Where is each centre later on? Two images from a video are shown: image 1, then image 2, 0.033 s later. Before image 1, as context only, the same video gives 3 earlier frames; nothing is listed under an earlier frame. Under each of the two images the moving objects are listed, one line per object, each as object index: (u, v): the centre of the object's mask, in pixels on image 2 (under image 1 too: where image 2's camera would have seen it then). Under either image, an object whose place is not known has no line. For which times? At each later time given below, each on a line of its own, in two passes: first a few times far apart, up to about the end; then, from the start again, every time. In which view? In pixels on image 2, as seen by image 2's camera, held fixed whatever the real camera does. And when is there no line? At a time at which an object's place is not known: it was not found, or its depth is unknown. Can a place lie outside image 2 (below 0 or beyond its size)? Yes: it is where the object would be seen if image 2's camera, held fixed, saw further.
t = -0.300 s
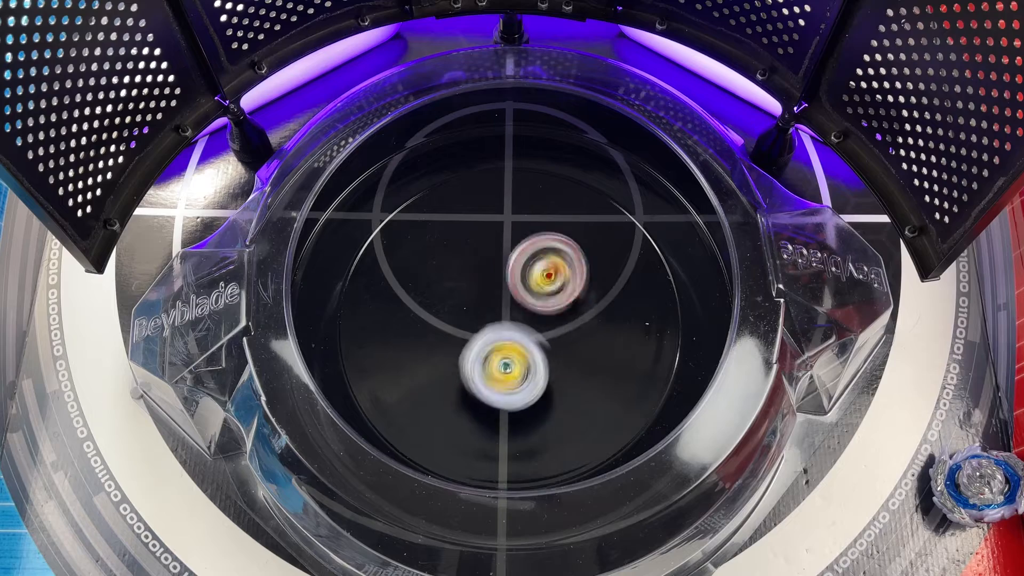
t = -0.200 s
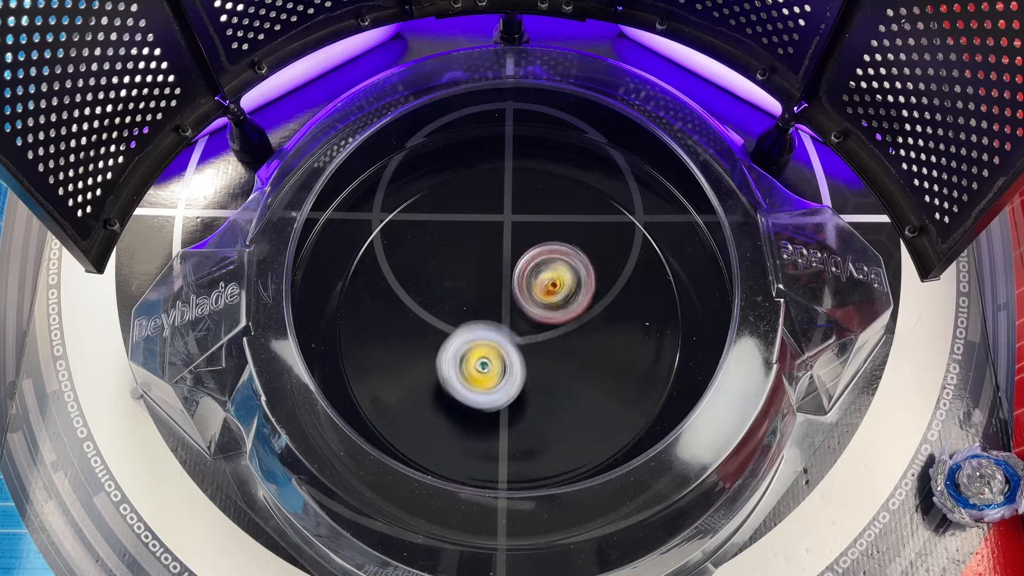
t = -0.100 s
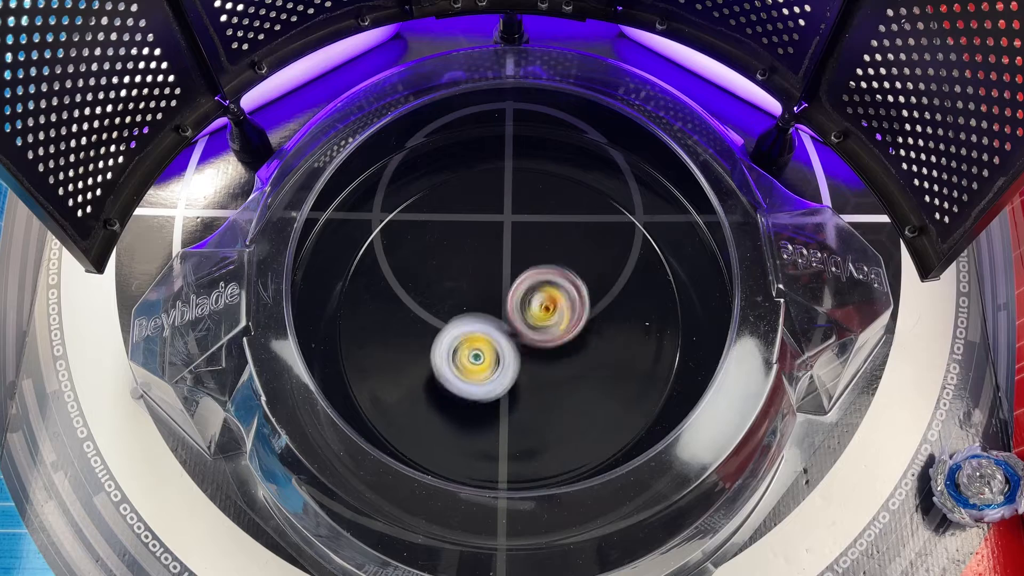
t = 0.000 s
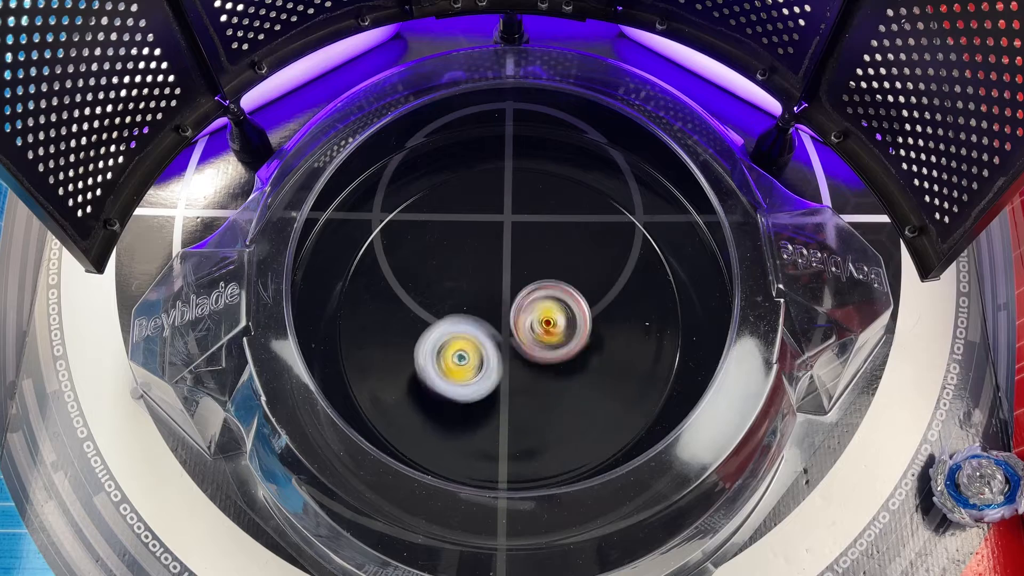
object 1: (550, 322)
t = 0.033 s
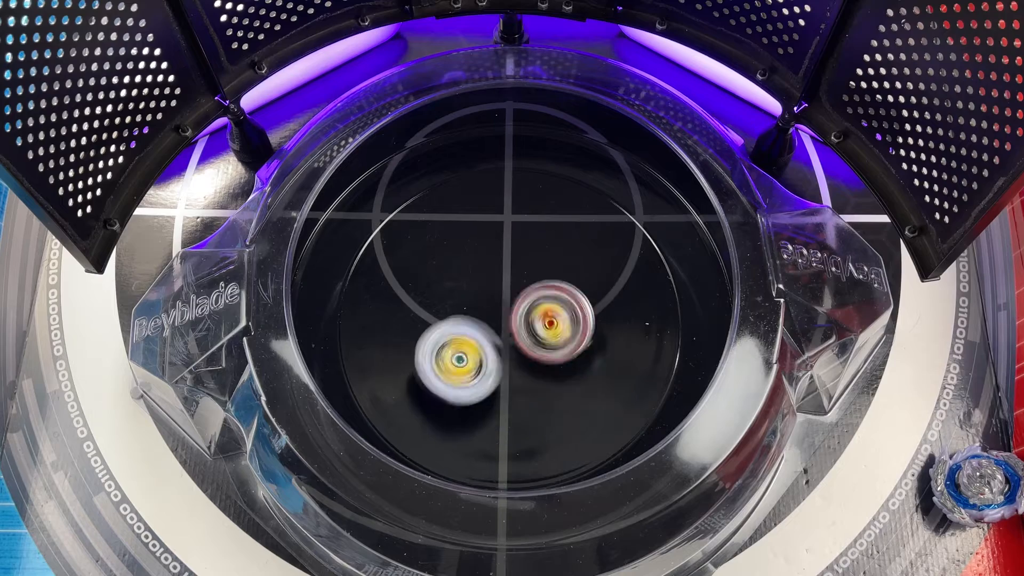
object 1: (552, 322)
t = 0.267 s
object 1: (547, 326)
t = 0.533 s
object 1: (560, 326)
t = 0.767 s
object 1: (539, 333)
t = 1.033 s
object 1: (532, 334)
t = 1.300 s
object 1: (545, 312)
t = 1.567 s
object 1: (552, 344)
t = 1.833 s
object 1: (516, 367)
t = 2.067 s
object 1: (461, 354)
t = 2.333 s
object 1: (466, 300)
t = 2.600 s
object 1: (480, 275)
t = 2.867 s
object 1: (508, 282)
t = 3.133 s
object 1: (531, 295)
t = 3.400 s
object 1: (528, 292)
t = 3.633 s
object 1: (529, 293)
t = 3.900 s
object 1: (529, 293)
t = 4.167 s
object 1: (528, 293)
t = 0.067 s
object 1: (553, 324)
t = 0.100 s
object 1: (552, 327)
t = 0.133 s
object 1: (550, 328)
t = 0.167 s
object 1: (547, 331)
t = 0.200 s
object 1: (547, 329)
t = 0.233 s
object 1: (546, 329)
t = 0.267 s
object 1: (547, 326)
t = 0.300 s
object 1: (551, 325)
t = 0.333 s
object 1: (547, 323)
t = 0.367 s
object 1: (546, 322)
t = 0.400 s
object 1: (540, 322)
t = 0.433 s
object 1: (537, 323)
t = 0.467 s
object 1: (535, 324)
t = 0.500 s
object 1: (551, 324)
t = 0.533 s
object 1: (560, 326)
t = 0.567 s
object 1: (571, 326)
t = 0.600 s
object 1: (571, 330)
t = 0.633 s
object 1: (571, 330)
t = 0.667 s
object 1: (569, 333)
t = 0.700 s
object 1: (559, 336)
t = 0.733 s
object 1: (550, 334)
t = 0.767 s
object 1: (539, 333)
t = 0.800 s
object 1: (525, 333)
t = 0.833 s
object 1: (514, 329)
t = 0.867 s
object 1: (519, 332)
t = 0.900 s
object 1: (527, 338)
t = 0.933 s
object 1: (529, 337)
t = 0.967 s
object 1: (535, 336)
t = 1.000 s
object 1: (535, 335)
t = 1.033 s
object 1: (532, 334)
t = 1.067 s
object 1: (528, 328)
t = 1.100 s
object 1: (524, 322)
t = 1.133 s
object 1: (523, 315)
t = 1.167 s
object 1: (521, 311)
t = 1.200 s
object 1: (522, 308)
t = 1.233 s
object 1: (532, 309)
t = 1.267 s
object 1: (539, 312)
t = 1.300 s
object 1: (545, 312)
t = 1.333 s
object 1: (551, 312)
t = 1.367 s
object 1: (553, 315)
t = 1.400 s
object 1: (553, 315)
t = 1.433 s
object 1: (552, 319)
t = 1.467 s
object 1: (547, 321)
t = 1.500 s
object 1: (543, 323)
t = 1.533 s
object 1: (545, 332)
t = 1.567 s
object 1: (552, 344)
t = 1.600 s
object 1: (554, 357)
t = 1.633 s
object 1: (552, 364)
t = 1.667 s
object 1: (549, 367)
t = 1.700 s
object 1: (546, 370)
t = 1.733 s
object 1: (541, 373)
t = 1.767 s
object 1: (536, 375)
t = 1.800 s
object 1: (525, 374)
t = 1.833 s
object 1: (516, 367)
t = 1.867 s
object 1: (507, 361)
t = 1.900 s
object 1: (498, 361)
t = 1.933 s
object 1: (489, 361)
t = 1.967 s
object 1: (480, 363)
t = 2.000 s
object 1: (471, 361)
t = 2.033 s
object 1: (465, 357)
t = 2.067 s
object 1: (461, 354)
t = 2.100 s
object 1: (458, 350)
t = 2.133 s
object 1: (457, 344)
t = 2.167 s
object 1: (455, 336)
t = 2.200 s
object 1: (457, 327)
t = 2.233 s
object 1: (460, 319)
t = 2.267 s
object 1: (464, 310)
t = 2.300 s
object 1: (465, 305)
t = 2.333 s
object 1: (466, 300)
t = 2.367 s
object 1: (467, 296)
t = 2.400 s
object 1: (466, 291)
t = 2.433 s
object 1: (466, 285)
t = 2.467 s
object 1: (467, 280)
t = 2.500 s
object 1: (471, 276)
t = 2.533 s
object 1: (475, 275)
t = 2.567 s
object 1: (479, 275)
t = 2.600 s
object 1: (480, 275)
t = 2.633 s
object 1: (482, 274)
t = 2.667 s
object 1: (485, 276)
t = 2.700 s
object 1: (488, 276)
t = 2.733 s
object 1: (492, 278)
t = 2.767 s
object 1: (496, 280)
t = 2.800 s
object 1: (499, 281)
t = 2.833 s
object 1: (503, 282)
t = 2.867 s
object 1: (508, 282)
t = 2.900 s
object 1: (512, 284)
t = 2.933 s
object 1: (516, 287)
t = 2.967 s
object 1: (520, 289)
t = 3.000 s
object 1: (523, 290)
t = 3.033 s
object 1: (526, 292)
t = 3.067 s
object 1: (528, 293)
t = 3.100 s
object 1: (529, 294)
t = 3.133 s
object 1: (531, 295)
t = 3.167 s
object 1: (531, 295)
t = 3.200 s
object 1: (531, 295)
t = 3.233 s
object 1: (531, 295)
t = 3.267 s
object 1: (530, 294)
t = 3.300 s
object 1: (530, 294)
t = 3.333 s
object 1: (529, 293)
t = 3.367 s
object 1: (528, 292)
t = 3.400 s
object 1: (528, 292)
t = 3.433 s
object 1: (527, 291)
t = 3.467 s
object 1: (527, 292)
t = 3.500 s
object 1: (528, 292)
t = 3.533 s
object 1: (528, 292)
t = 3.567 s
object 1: (528, 293)
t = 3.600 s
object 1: (529, 293)
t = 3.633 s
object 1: (529, 293)
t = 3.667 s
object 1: (530, 294)
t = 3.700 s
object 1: (531, 295)
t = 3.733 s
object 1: (531, 295)
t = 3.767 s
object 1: (531, 295)
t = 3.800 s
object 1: (531, 295)
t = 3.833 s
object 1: (530, 294)
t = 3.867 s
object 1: (530, 294)
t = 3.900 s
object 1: (529, 293)
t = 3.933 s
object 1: (529, 293)
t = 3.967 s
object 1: (529, 293)
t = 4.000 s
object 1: (528, 293)
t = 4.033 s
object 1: (528, 292)
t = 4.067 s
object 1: (528, 292)
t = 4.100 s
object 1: (528, 292)
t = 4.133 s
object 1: (528, 292)
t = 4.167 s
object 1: (528, 293)
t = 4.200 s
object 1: (529, 293)
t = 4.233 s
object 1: (529, 293)
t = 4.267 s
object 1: (530, 293)
